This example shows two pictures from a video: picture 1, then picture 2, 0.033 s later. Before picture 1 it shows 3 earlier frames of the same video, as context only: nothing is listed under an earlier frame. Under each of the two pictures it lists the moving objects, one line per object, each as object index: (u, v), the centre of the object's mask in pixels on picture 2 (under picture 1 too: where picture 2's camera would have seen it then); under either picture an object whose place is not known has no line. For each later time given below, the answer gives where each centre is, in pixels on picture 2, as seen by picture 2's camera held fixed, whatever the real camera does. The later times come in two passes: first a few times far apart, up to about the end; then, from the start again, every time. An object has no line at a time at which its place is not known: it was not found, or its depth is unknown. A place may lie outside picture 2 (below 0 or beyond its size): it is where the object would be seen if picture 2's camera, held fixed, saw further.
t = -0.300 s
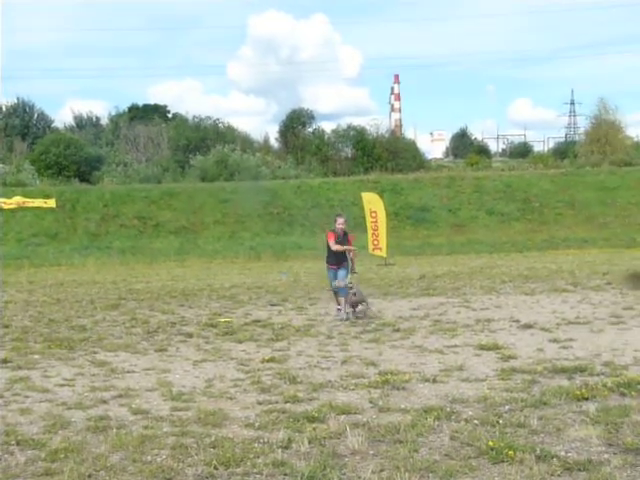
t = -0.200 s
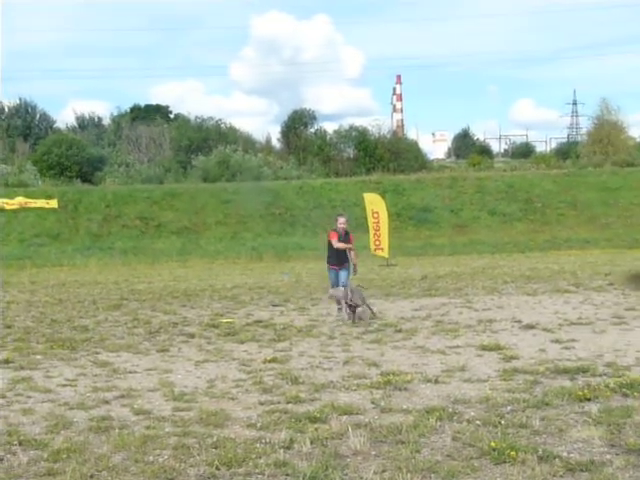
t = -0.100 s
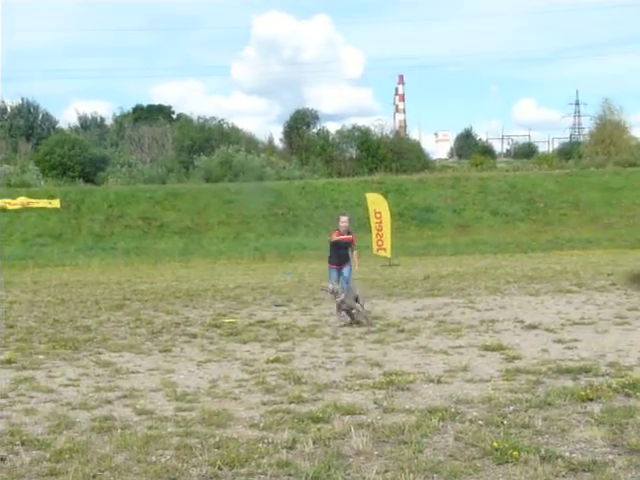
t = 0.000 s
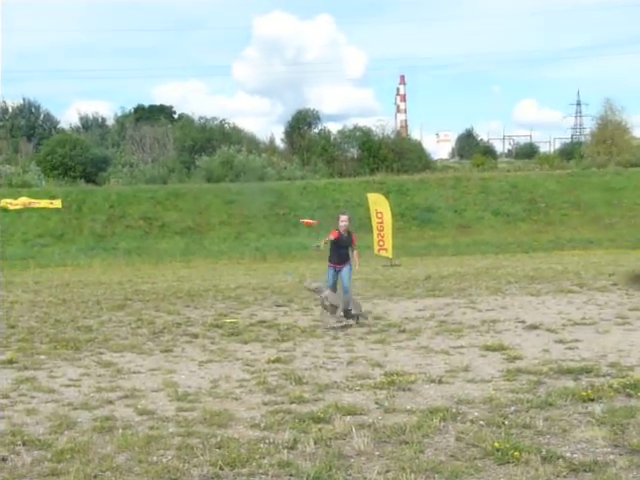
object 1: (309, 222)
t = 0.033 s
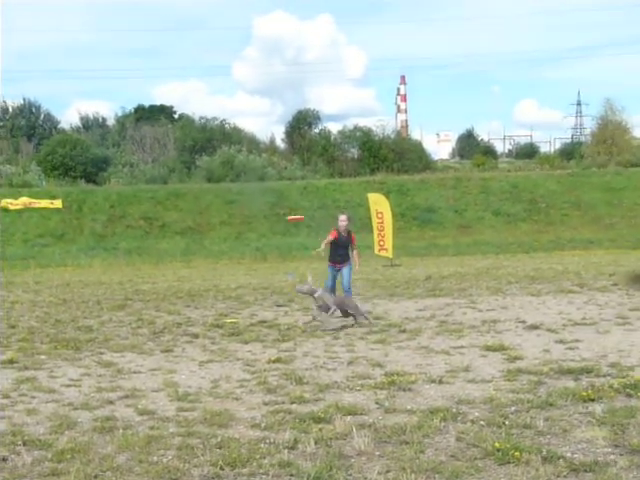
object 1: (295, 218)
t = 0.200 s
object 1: (221, 199)
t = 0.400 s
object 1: (116, 184)
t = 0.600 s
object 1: (-17, 173)
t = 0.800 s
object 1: (-177, 164)
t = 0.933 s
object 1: (-305, 161)
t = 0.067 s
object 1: (281, 213)
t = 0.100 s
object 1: (267, 210)
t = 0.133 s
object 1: (253, 206)
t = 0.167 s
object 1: (236, 203)
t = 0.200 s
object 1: (221, 199)
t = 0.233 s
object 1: (204, 196)
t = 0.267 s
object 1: (189, 194)
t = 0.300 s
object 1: (171, 192)
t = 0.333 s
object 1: (152, 188)
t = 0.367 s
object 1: (135, 187)
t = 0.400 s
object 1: (116, 184)
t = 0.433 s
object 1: (95, 182)
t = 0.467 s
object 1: (74, 180)
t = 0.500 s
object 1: (53, 178)
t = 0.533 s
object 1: (31, 177)
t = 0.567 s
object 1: (9, 174)
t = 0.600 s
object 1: (-17, 173)
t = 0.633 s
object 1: (-40, 171)
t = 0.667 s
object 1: (-65, 169)
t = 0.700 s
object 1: (-92, 168)
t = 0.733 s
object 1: (-119, 167)
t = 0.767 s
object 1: (-147, 166)
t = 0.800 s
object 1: (-177, 164)
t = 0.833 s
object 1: (-206, 163)
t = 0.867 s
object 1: (-237, 162)
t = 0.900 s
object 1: (-271, 161)
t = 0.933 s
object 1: (-305, 161)
